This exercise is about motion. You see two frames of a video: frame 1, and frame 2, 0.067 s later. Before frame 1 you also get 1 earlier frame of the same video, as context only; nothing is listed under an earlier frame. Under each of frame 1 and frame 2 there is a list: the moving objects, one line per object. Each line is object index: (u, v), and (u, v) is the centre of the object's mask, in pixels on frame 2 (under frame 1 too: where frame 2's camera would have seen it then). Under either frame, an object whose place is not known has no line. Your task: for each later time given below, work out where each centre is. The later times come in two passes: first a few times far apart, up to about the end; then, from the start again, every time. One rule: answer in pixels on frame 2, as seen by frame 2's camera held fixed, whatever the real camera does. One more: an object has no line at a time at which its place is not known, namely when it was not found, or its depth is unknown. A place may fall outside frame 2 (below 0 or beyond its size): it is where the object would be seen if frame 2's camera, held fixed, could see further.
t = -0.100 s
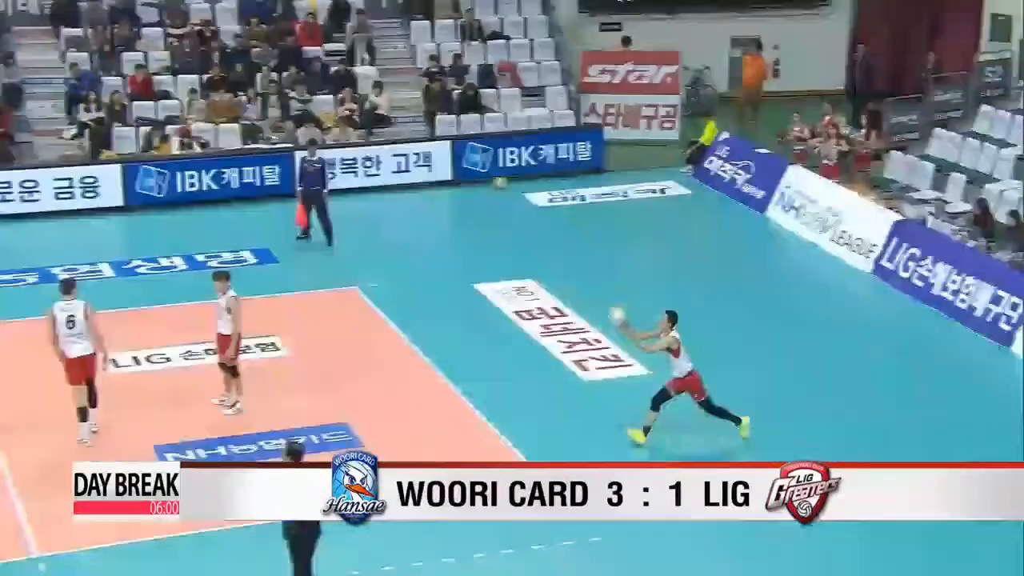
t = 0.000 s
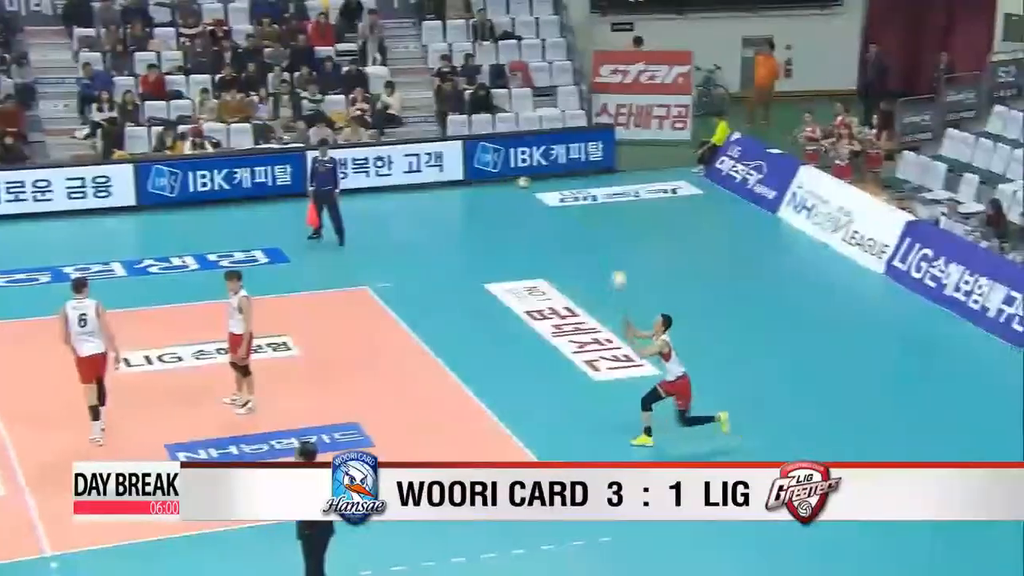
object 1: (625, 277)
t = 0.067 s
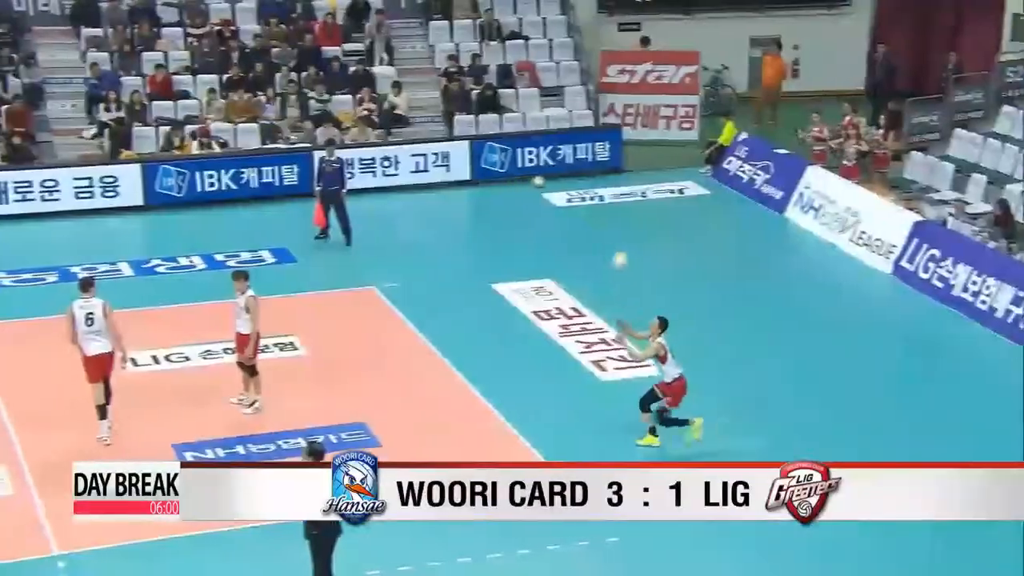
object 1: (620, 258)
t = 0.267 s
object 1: (600, 221)
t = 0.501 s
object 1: (578, 215)
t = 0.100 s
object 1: (616, 249)
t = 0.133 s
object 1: (613, 241)
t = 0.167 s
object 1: (610, 235)
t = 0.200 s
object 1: (607, 230)
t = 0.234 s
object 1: (603, 225)
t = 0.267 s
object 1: (600, 221)
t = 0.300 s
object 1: (597, 217)
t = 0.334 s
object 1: (594, 215)
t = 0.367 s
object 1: (591, 213)
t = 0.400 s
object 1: (587, 212)
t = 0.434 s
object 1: (584, 212)
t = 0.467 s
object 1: (581, 213)
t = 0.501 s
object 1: (578, 215)
